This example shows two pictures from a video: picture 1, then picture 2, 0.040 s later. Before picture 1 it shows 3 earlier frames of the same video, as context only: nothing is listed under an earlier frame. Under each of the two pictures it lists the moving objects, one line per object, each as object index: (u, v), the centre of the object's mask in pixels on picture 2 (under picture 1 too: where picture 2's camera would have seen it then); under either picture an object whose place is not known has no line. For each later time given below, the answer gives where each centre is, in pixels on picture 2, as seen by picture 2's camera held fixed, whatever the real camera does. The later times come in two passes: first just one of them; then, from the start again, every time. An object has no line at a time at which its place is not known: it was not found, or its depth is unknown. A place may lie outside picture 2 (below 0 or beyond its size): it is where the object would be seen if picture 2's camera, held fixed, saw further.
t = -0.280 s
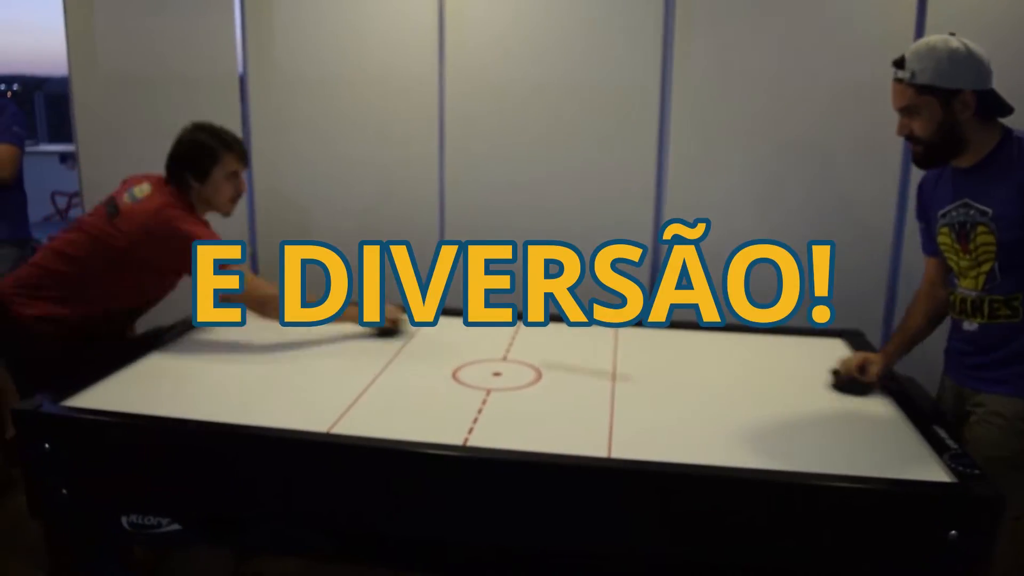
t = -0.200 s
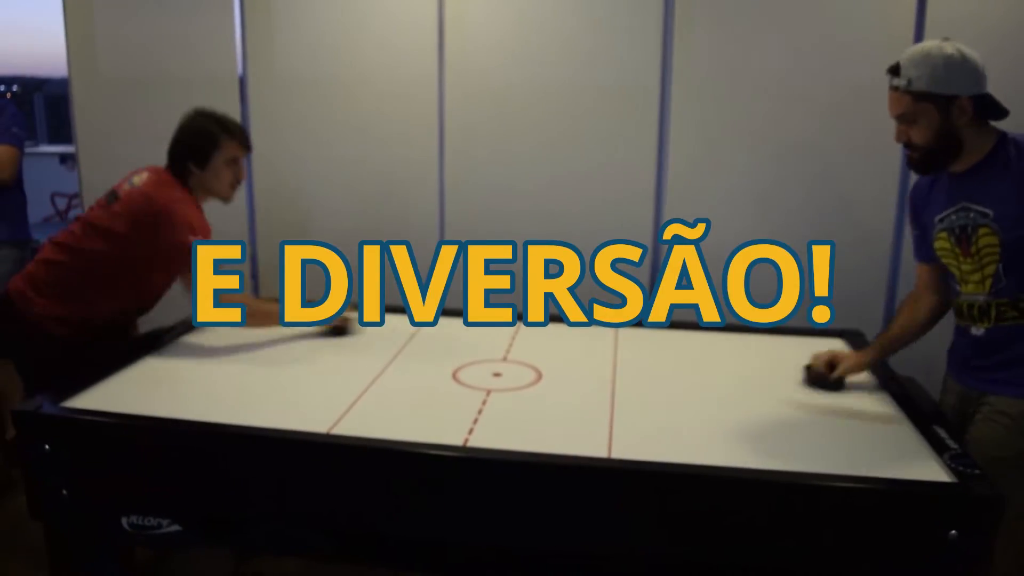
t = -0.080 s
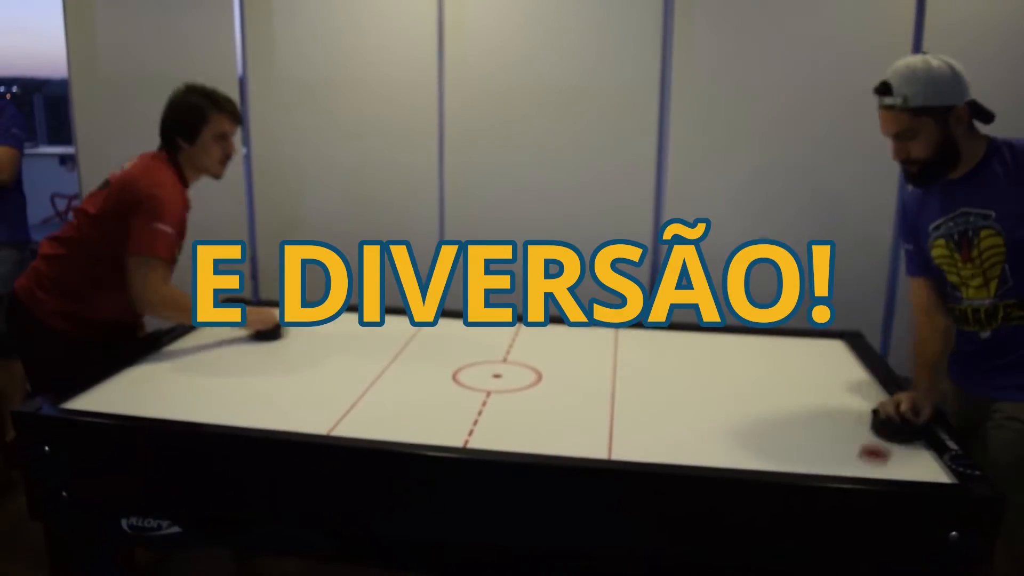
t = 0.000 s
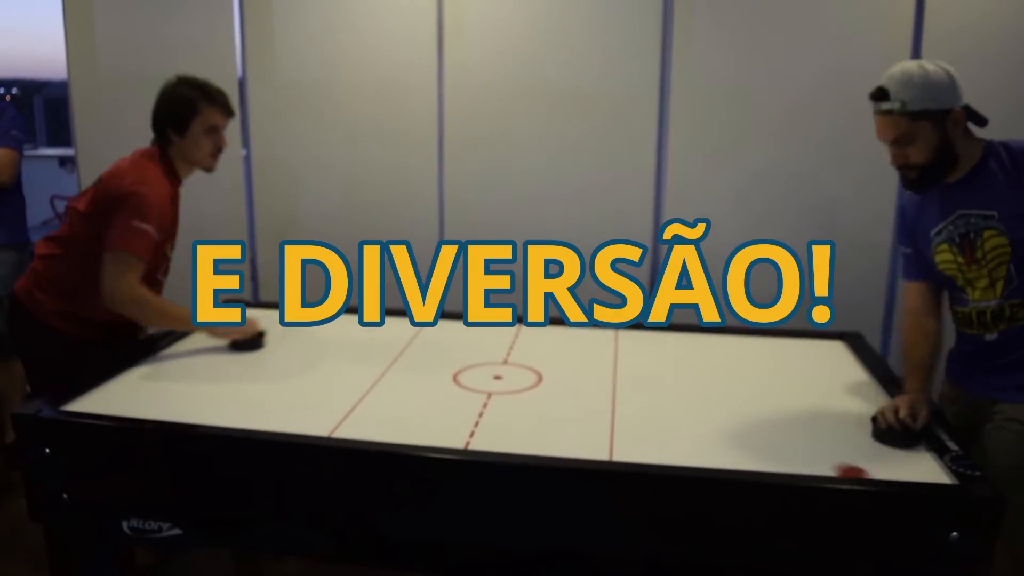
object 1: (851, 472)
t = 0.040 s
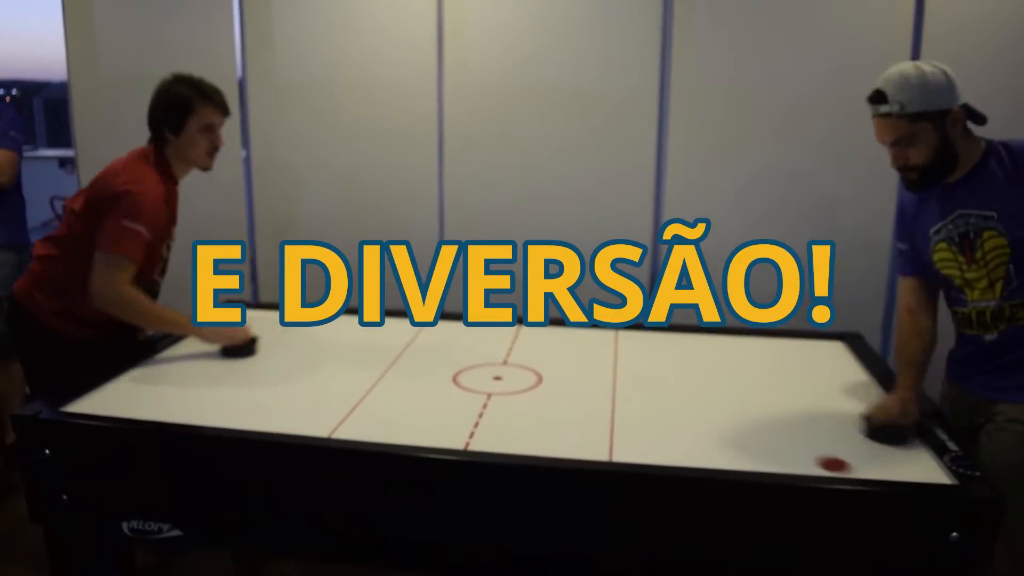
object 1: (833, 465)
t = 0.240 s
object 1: (754, 427)
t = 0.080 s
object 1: (816, 457)
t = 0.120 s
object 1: (800, 449)
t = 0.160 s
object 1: (784, 441)
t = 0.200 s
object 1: (768, 434)
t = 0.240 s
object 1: (754, 427)
